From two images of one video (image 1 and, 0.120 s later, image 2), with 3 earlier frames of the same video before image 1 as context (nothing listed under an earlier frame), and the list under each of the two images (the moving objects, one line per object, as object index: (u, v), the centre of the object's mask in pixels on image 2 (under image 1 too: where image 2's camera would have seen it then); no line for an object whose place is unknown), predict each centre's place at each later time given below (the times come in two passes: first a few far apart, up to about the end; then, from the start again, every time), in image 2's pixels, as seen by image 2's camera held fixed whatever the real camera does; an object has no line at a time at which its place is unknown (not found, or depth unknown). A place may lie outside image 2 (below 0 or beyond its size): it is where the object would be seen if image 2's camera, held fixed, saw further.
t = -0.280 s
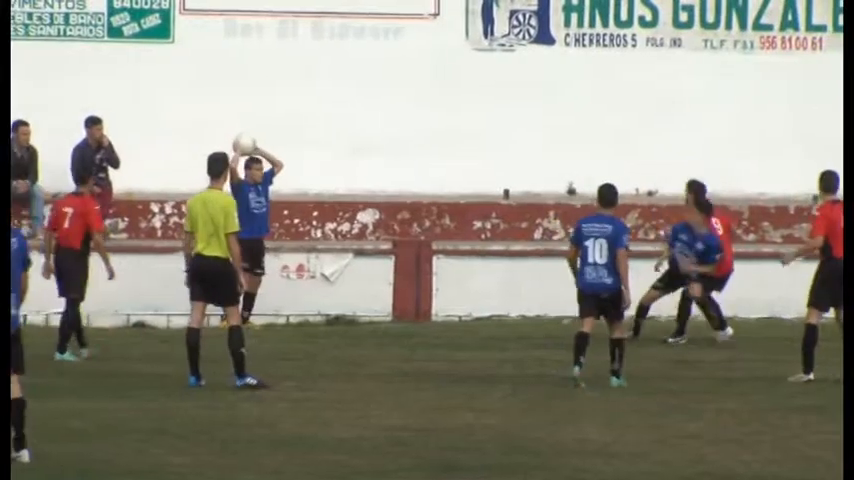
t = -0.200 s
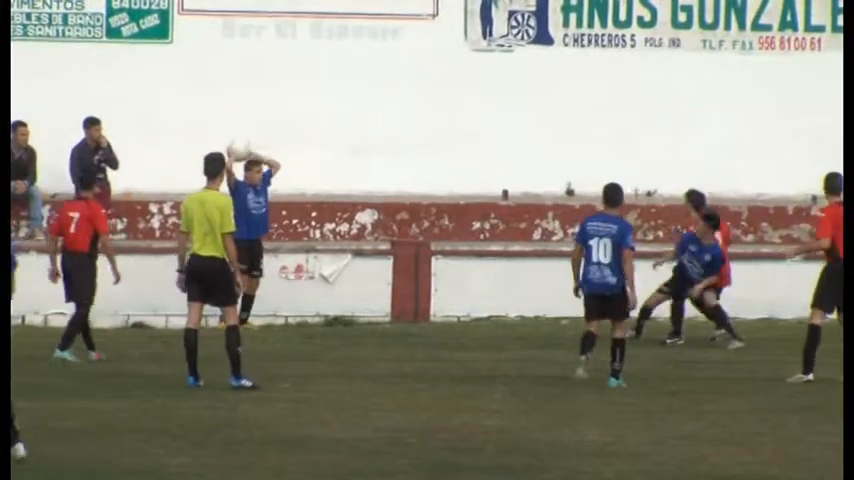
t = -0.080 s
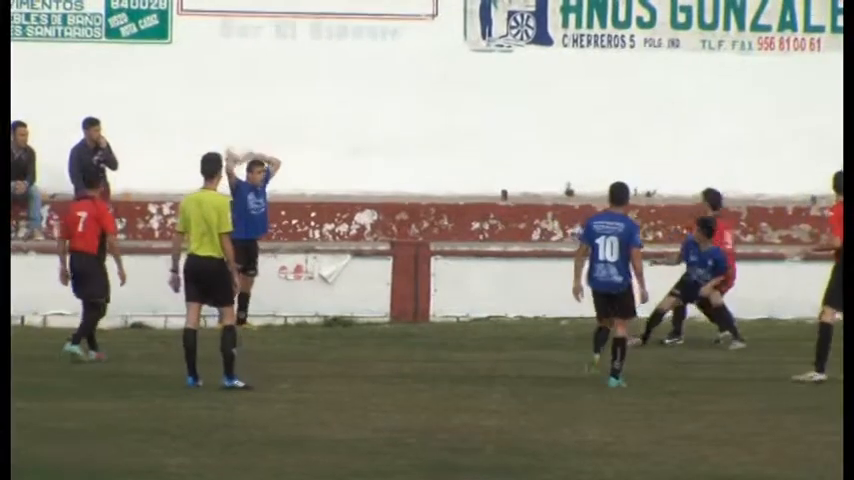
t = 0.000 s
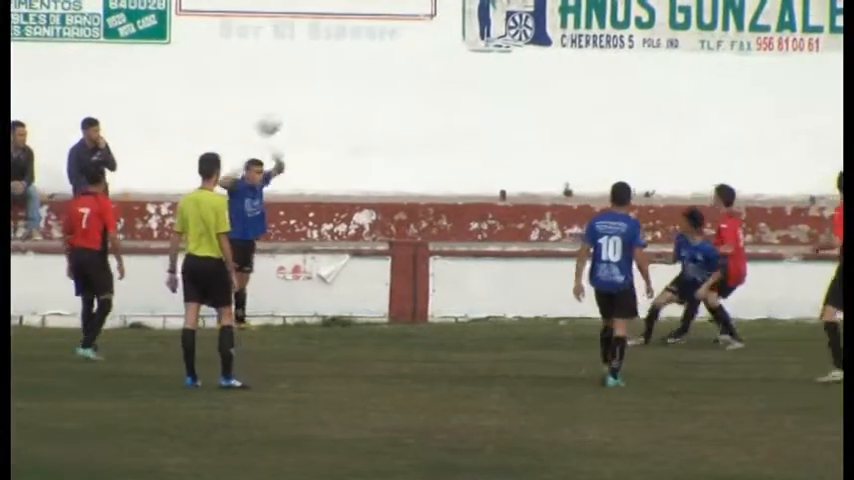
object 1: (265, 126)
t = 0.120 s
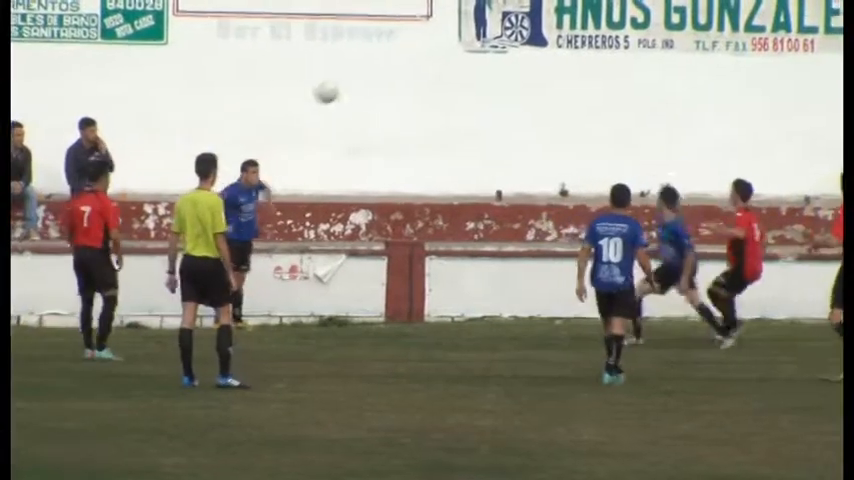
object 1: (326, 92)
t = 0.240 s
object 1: (388, 74)
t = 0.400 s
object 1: (471, 74)
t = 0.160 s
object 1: (346, 85)
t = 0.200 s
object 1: (368, 78)
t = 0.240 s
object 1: (388, 74)
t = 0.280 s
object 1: (408, 71)
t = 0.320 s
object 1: (429, 70)
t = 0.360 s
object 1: (450, 72)
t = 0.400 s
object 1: (471, 74)
